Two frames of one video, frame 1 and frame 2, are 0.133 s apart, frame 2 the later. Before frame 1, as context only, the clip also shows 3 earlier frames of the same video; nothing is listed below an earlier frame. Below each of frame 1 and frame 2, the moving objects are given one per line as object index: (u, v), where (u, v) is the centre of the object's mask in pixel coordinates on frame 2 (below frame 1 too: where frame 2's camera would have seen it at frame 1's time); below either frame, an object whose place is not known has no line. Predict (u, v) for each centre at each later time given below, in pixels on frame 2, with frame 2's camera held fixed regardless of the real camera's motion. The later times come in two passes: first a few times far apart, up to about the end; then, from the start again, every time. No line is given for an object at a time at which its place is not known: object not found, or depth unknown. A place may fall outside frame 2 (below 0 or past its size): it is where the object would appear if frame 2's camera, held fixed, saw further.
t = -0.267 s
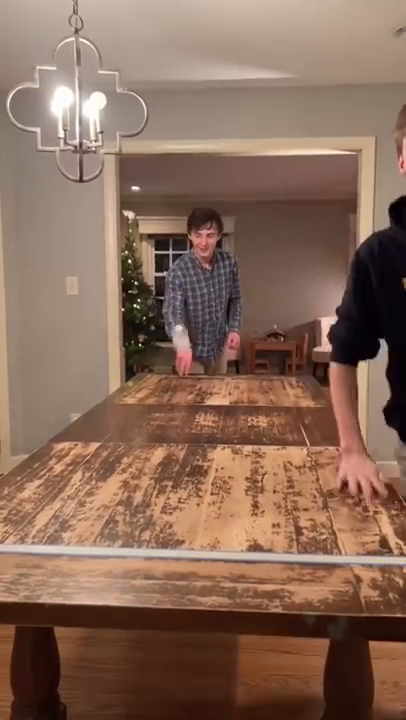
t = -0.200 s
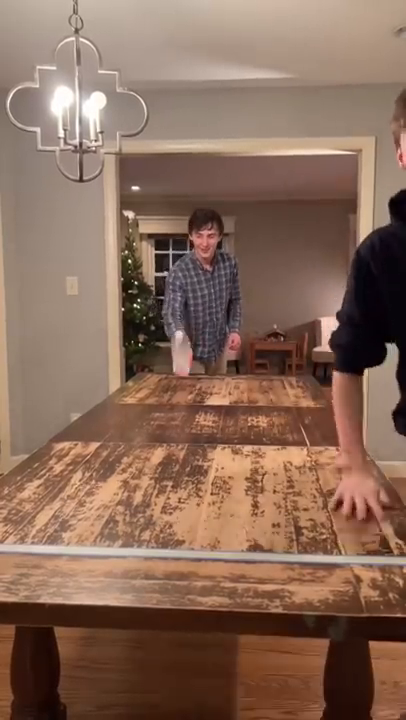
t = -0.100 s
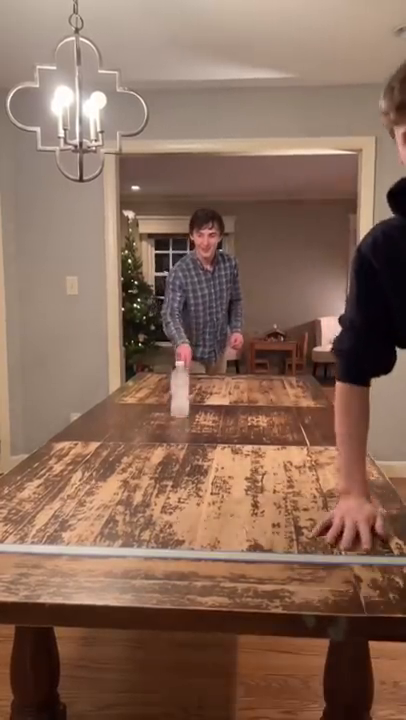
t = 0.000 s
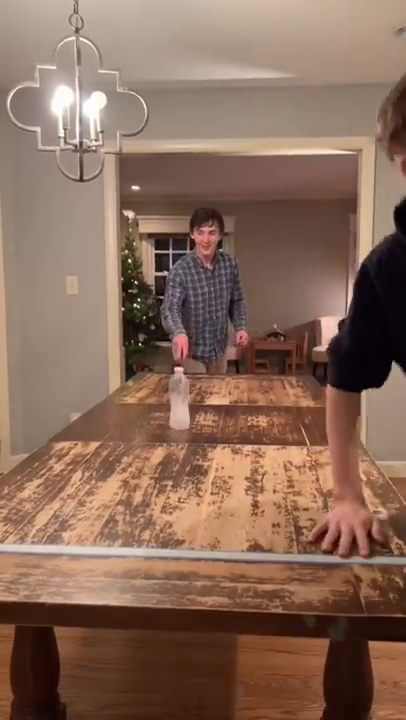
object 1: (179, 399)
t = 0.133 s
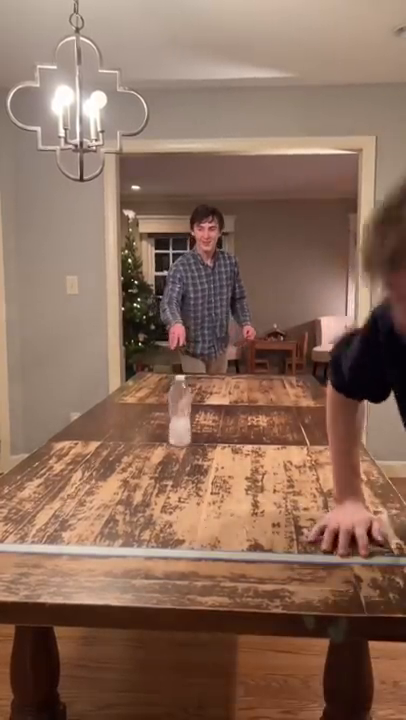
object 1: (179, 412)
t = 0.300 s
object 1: (178, 428)
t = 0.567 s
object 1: (179, 452)
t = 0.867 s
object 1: (180, 463)
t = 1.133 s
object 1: (180, 464)
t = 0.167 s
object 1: (179, 415)
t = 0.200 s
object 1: (180, 419)
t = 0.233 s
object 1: (179, 422)
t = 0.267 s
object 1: (178, 425)
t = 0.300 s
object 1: (178, 428)
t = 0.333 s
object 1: (178, 433)
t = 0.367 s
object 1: (179, 436)
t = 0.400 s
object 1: (178, 439)
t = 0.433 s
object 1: (179, 442)
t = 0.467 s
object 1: (179, 445)
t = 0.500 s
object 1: (179, 448)
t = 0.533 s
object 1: (179, 450)
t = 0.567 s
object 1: (179, 452)
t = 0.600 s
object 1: (179, 455)
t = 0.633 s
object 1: (180, 457)
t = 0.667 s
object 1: (180, 459)
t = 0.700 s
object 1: (180, 459)
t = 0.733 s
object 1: (180, 461)
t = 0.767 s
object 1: (180, 462)
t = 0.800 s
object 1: (180, 462)
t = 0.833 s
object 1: (180, 463)
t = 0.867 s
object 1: (180, 463)
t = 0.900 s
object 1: (180, 463)
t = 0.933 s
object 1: (180, 463)
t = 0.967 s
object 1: (180, 463)
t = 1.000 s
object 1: (180, 463)
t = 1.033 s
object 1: (180, 463)
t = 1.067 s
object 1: (180, 463)
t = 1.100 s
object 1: (180, 463)
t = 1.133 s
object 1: (180, 464)
